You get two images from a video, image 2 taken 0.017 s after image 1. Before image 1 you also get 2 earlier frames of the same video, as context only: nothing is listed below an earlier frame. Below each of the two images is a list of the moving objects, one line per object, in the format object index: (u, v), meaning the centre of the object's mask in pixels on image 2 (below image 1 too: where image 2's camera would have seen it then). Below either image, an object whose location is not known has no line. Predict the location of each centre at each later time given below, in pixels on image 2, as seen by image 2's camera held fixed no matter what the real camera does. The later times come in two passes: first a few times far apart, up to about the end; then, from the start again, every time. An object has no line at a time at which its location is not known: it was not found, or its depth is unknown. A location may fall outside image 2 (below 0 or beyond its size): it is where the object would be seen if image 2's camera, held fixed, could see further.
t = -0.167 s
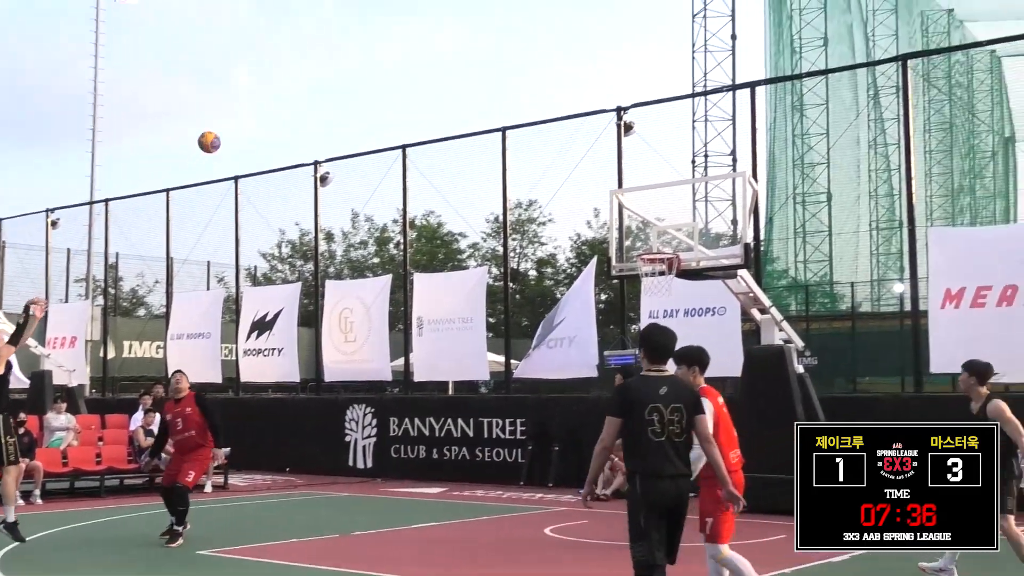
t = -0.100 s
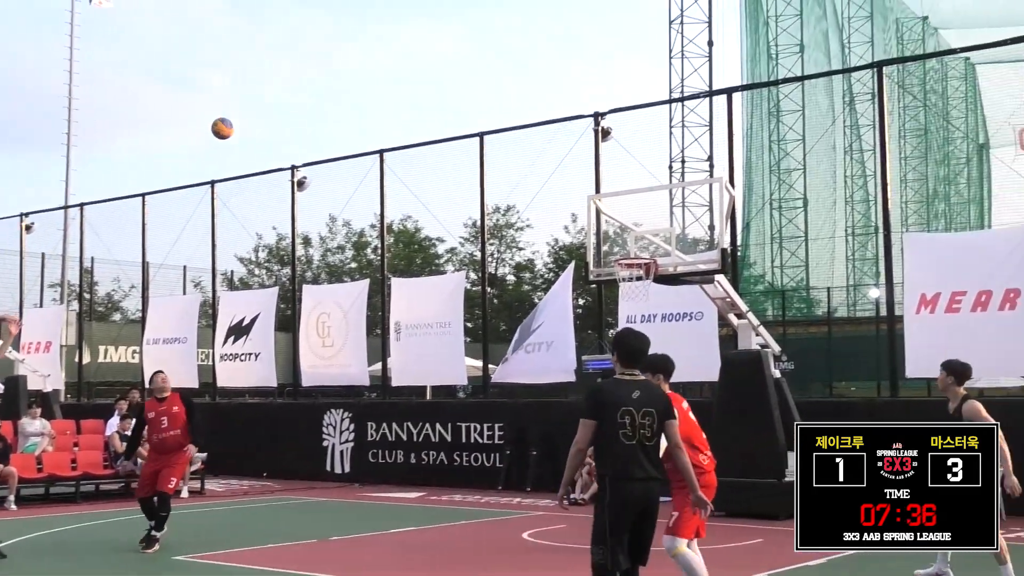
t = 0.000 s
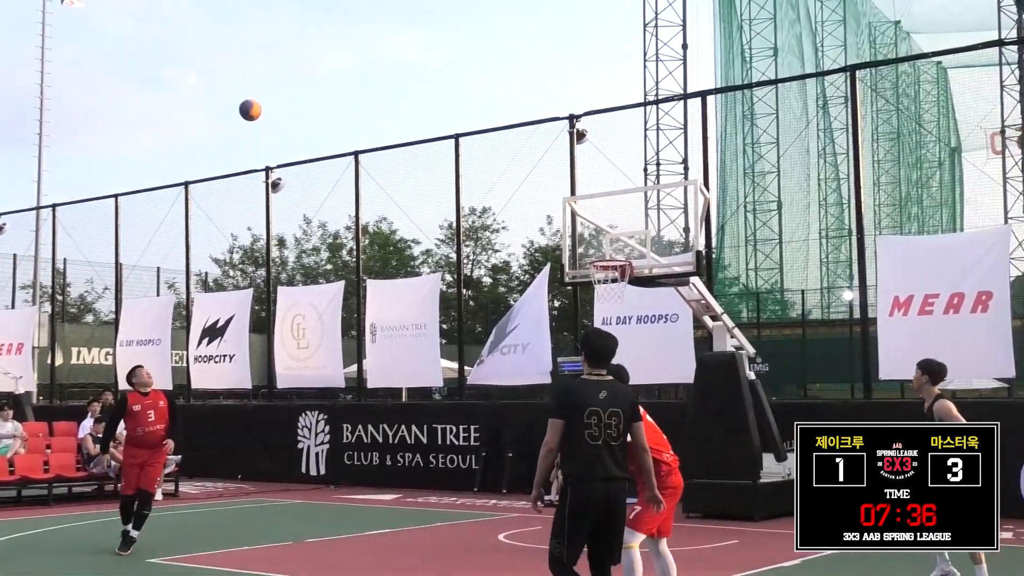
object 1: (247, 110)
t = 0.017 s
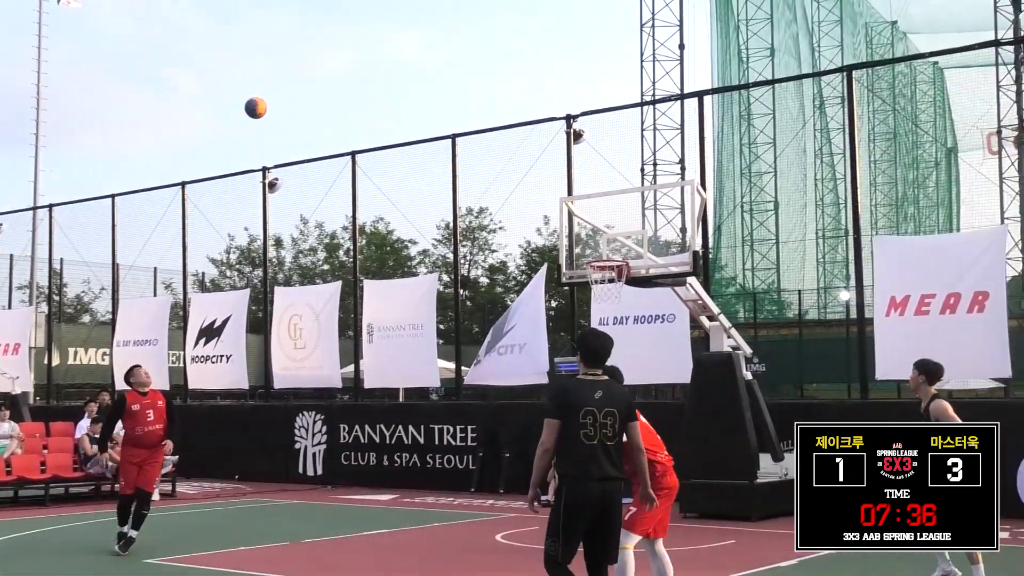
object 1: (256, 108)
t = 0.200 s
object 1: (347, 100)
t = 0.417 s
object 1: (450, 127)
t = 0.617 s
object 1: (541, 184)
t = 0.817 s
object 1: (608, 256)
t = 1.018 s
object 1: (593, 237)
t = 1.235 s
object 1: (547, 223)
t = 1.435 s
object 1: (504, 246)
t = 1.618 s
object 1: (463, 300)
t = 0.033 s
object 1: (264, 106)
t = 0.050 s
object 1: (272, 104)
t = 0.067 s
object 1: (281, 103)
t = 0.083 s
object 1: (289, 101)
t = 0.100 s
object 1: (298, 101)
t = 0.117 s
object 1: (306, 100)
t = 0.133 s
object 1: (314, 99)
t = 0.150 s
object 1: (322, 99)
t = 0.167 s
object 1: (331, 99)
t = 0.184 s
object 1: (339, 99)
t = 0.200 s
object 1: (347, 100)
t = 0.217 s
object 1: (355, 100)
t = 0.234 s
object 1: (363, 101)
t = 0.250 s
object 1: (371, 102)
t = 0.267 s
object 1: (379, 104)
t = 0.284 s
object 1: (388, 105)
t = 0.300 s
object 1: (395, 107)
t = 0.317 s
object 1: (403, 109)
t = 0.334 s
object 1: (411, 112)
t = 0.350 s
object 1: (419, 114)
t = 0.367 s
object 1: (427, 116)
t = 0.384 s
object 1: (435, 119)
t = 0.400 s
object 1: (442, 123)
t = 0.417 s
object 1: (450, 127)
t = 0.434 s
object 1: (458, 130)
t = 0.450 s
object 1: (465, 134)
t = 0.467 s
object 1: (473, 138)
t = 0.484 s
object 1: (480, 142)
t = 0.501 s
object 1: (488, 146)
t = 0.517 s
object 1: (496, 151)
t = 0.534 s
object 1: (503, 156)
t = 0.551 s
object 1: (511, 162)
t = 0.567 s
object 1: (519, 167)
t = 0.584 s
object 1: (526, 173)
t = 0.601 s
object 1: (533, 178)
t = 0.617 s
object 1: (541, 184)
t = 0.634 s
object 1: (548, 191)
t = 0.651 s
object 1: (556, 197)
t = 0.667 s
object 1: (563, 204)
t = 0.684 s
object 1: (570, 210)
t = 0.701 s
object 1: (578, 218)
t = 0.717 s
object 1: (585, 225)
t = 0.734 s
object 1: (593, 233)
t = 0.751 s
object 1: (600, 241)
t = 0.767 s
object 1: (608, 248)
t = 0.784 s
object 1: (615, 254)
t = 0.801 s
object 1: (616, 256)
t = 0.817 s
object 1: (608, 256)
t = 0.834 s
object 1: (600, 256)
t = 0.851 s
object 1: (597, 257)
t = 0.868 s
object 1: (604, 256)
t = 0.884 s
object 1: (610, 256)
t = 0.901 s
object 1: (615, 256)
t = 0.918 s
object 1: (614, 254)
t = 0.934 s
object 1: (610, 252)
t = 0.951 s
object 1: (607, 249)
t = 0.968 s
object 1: (604, 245)
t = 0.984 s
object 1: (601, 242)
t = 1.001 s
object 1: (597, 239)
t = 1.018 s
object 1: (593, 237)
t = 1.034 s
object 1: (590, 234)
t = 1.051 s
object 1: (586, 232)
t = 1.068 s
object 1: (583, 230)
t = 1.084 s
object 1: (579, 228)
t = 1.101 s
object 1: (576, 227)
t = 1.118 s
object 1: (572, 226)
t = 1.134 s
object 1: (569, 224)
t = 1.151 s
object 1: (565, 223)
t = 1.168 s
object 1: (561, 223)
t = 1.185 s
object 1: (558, 222)
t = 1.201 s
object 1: (554, 222)
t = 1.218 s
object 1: (550, 223)
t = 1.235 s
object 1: (547, 223)
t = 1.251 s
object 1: (543, 224)
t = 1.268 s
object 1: (540, 224)
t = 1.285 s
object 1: (537, 225)
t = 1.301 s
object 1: (533, 227)
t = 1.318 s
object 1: (529, 228)
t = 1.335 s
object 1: (526, 230)
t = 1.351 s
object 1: (522, 232)
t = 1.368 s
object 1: (518, 234)
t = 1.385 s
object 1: (514, 237)
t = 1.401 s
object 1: (511, 240)
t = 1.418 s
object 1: (507, 243)
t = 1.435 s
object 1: (504, 246)
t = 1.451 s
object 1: (500, 250)
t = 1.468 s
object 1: (496, 253)
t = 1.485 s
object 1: (493, 257)
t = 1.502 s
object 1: (489, 261)
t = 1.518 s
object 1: (485, 266)
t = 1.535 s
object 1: (482, 271)
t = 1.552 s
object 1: (478, 277)
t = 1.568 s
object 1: (474, 282)
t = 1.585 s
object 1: (470, 288)
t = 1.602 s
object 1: (467, 293)
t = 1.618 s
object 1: (463, 300)
